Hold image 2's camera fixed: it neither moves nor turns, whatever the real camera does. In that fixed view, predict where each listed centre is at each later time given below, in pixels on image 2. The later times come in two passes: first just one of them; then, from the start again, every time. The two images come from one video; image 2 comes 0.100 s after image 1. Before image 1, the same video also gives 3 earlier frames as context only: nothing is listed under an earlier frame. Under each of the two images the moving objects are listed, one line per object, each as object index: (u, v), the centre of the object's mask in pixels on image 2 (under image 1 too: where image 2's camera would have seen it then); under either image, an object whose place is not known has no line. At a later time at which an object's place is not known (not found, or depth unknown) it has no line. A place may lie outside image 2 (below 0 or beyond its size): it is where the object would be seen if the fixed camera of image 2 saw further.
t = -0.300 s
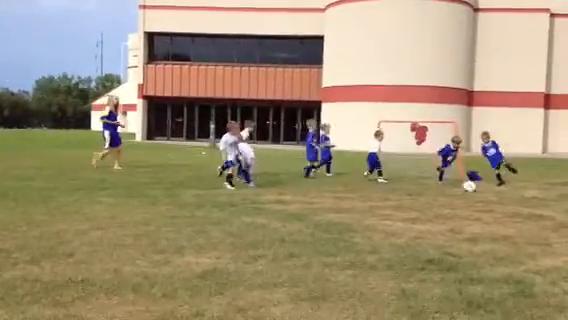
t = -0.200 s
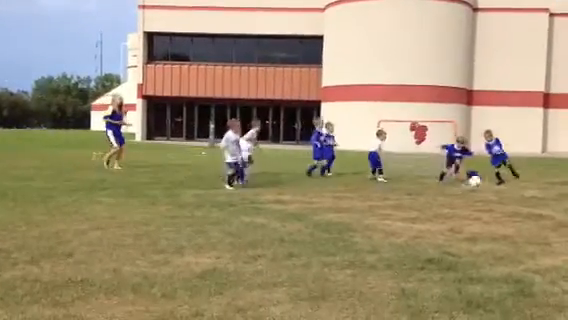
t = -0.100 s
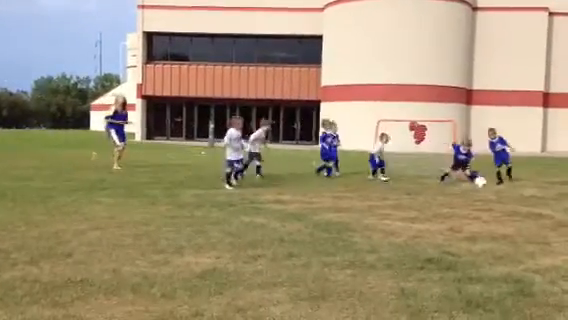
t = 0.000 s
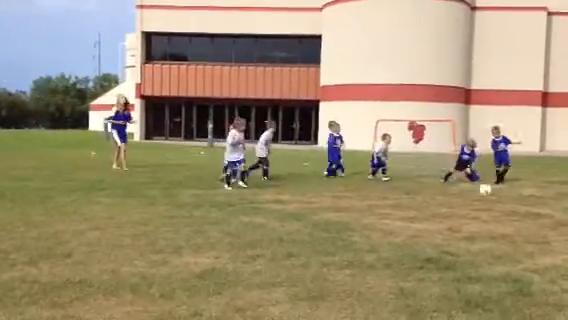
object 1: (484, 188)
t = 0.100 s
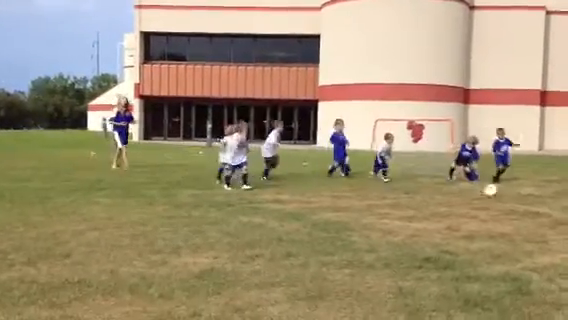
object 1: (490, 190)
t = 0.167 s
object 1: (495, 192)
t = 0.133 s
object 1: (493, 191)
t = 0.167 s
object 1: (495, 192)
